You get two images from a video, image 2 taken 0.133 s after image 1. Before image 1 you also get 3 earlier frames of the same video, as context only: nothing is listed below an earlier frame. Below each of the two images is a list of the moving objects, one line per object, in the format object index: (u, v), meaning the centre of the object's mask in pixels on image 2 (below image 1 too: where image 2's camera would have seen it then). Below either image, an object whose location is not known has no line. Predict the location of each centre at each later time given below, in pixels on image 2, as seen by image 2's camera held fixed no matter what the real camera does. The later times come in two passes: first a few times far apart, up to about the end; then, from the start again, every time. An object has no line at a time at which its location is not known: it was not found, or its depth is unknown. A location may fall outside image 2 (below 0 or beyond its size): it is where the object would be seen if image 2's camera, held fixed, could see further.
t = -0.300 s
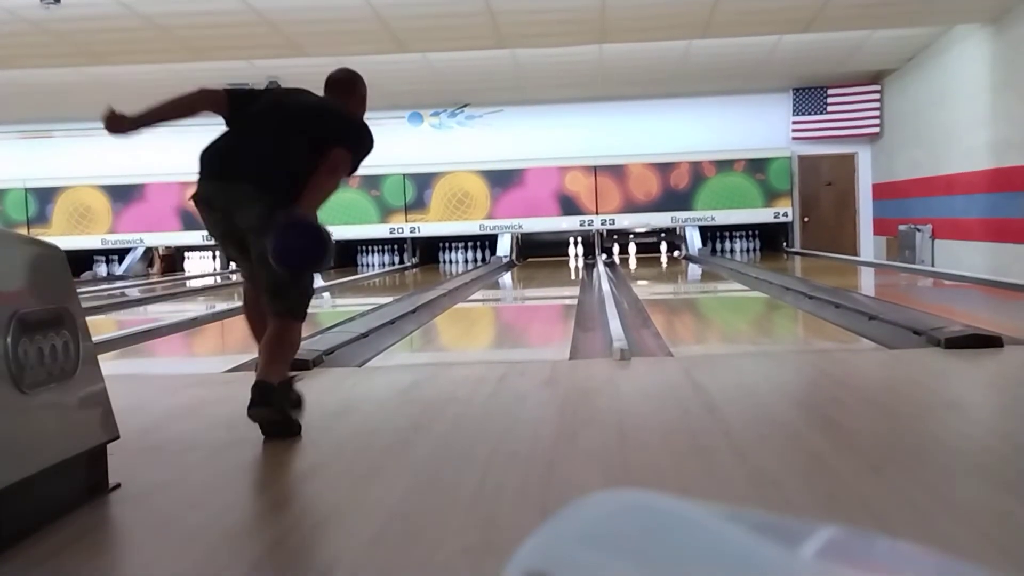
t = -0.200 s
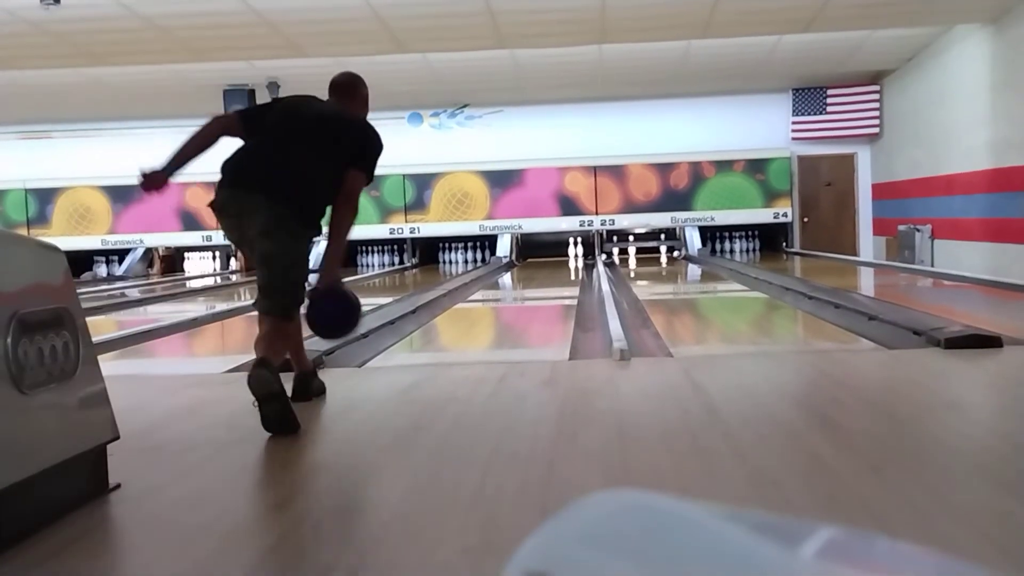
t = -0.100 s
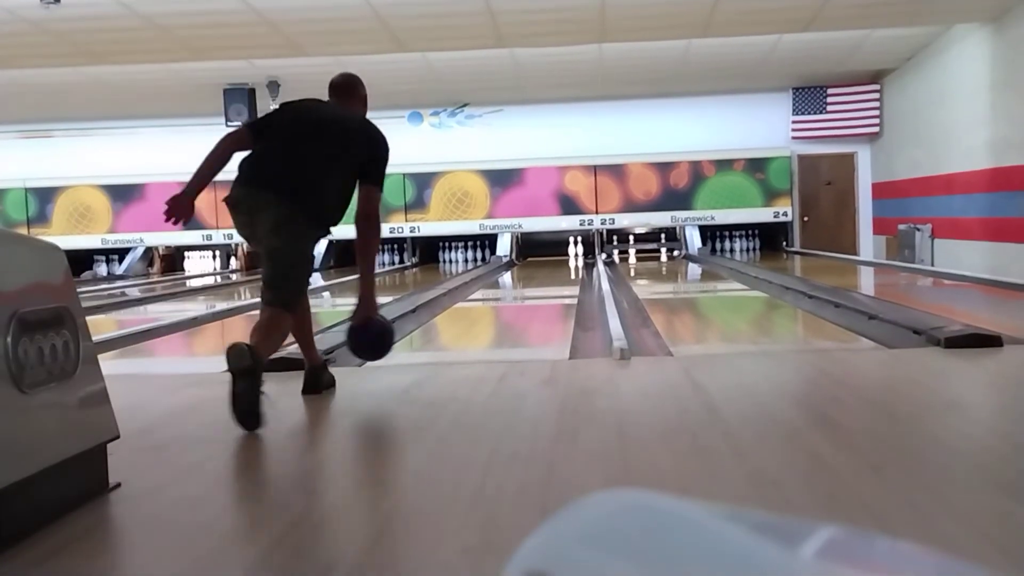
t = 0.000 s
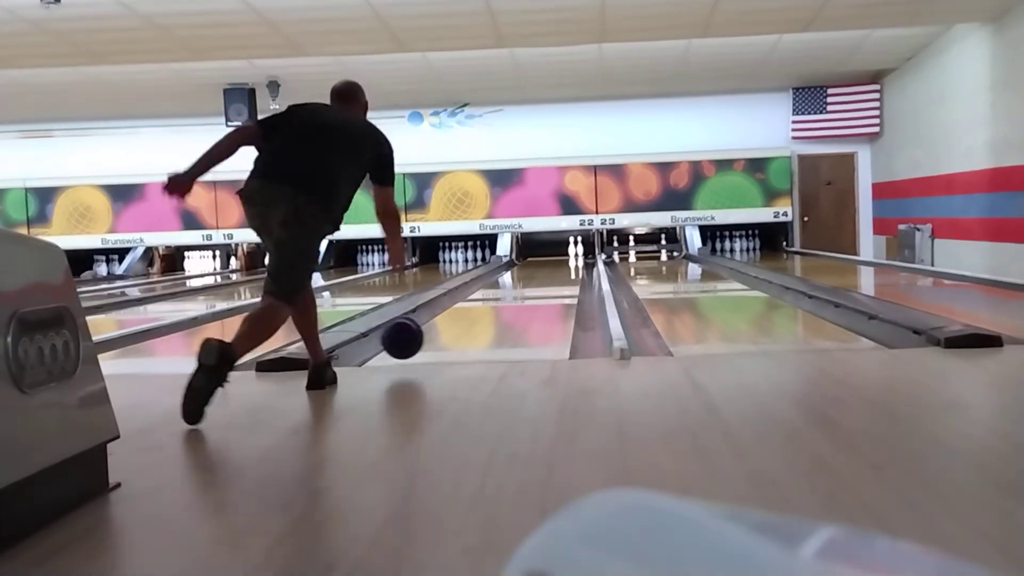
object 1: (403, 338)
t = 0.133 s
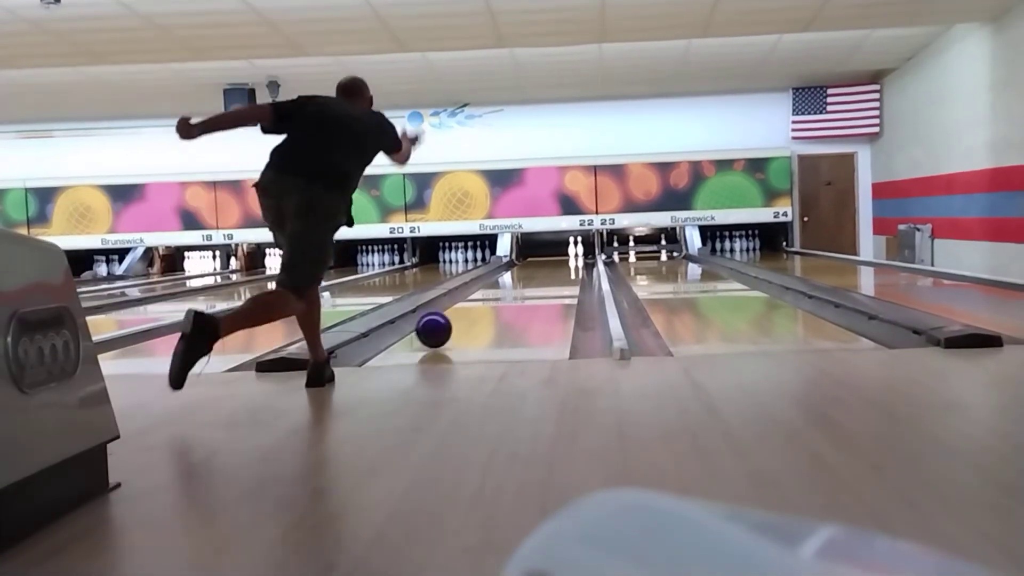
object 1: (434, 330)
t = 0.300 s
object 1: (462, 314)
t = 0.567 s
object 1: (493, 295)
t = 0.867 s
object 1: (516, 282)
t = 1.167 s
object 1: (532, 273)
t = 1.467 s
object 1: (544, 267)
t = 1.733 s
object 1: (553, 261)
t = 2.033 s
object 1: (560, 258)
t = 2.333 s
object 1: (567, 254)
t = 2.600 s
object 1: (571, 252)
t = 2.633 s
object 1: (571, 252)
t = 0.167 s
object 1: (440, 327)
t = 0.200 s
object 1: (446, 323)
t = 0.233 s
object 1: (452, 320)
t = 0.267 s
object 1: (457, 317)
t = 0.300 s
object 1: (462, 314)
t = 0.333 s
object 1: (467, 311)
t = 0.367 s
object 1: (471, 308)
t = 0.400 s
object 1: (475, 306)
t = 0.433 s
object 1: (479, 303)
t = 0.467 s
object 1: (483, 301)
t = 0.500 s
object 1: (487, 299)
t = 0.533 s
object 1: (490, 297)
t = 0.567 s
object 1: (493, 295)
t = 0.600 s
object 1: (497, 293)
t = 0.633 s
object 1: (499, 291)
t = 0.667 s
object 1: (502, 290)
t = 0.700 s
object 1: (505, 288)
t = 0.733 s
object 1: (507, 287)
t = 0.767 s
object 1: (509, 286)
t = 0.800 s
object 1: (512, 285)
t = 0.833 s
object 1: (514, 284)
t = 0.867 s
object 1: (516, 282)
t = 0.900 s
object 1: (518, 281)
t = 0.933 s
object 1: (520, 280)
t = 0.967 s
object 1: (522, 279)
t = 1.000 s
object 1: (524, 277)
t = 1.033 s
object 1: (526, 277)
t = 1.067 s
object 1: (528, 275)
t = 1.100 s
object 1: (529, 275)
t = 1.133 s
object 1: (531, 274)
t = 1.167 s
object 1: (532, 273)
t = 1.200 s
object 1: (534, 272)
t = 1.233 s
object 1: (535, 271)
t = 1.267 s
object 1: (537, 271)
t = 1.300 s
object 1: (538, 270)
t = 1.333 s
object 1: (539, 269)
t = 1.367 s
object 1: (540, 269)
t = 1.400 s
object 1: (541, 268)
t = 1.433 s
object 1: (542, 267)
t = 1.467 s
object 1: (544, 267)
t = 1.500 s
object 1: (546, 265)
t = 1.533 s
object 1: (547, 265)
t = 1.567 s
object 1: (548, 264)
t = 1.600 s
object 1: (549, 263)
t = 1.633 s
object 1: (550, 263)
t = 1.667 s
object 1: (551, 262)
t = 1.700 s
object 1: (552, 262)
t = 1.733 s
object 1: (553, 261)
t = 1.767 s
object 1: (554, 260)
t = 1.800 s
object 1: (555, 260)
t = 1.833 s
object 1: (556, 259)
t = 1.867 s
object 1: (556, 259)
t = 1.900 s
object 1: (557, 258)
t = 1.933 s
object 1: (558, 259)
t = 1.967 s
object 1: (559, 258)
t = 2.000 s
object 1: (560, 258)
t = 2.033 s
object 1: (560, 258)
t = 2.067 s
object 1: (560, 257)
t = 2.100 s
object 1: (562, 257)
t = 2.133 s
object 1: (562, 257)
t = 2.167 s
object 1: (562, 256)
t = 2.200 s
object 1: (563, 256)
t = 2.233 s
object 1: (564, 255)
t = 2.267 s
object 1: (564, 255)
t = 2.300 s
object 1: (566, 255)
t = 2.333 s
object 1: (567, 254)
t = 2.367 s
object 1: (567, 254)
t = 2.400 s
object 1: (568, 254)
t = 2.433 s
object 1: (568, 254)
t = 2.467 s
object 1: (568, 253)
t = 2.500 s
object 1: (570, 253)
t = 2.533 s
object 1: (569, 253)
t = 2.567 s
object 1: (570, 252)
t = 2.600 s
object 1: (571, 252)
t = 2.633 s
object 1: (571, 252)
